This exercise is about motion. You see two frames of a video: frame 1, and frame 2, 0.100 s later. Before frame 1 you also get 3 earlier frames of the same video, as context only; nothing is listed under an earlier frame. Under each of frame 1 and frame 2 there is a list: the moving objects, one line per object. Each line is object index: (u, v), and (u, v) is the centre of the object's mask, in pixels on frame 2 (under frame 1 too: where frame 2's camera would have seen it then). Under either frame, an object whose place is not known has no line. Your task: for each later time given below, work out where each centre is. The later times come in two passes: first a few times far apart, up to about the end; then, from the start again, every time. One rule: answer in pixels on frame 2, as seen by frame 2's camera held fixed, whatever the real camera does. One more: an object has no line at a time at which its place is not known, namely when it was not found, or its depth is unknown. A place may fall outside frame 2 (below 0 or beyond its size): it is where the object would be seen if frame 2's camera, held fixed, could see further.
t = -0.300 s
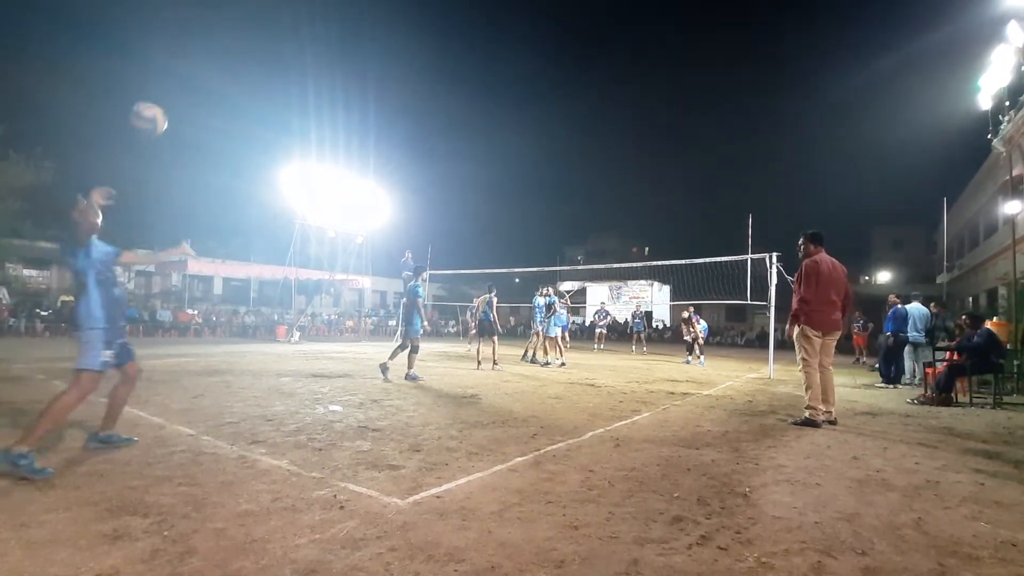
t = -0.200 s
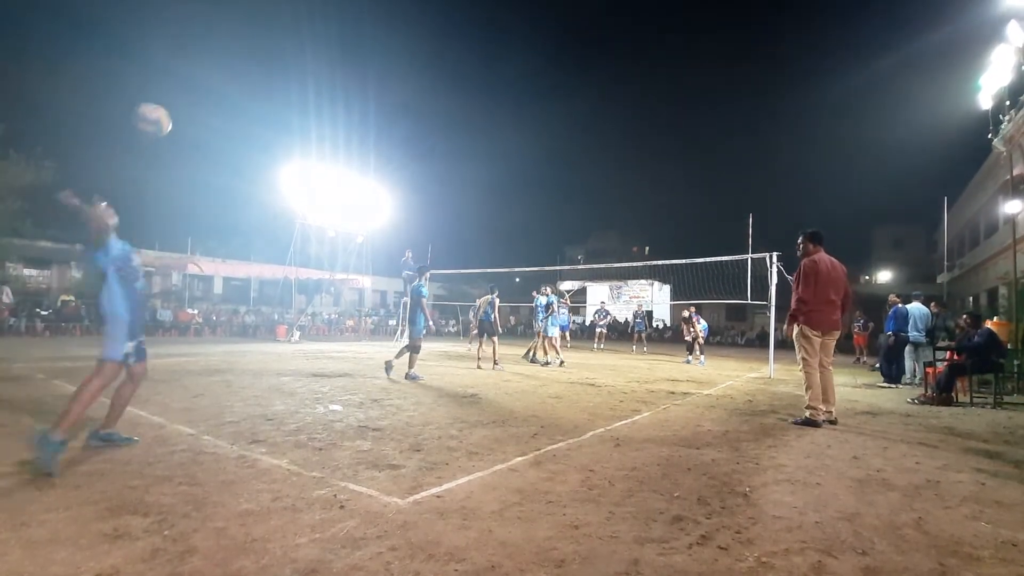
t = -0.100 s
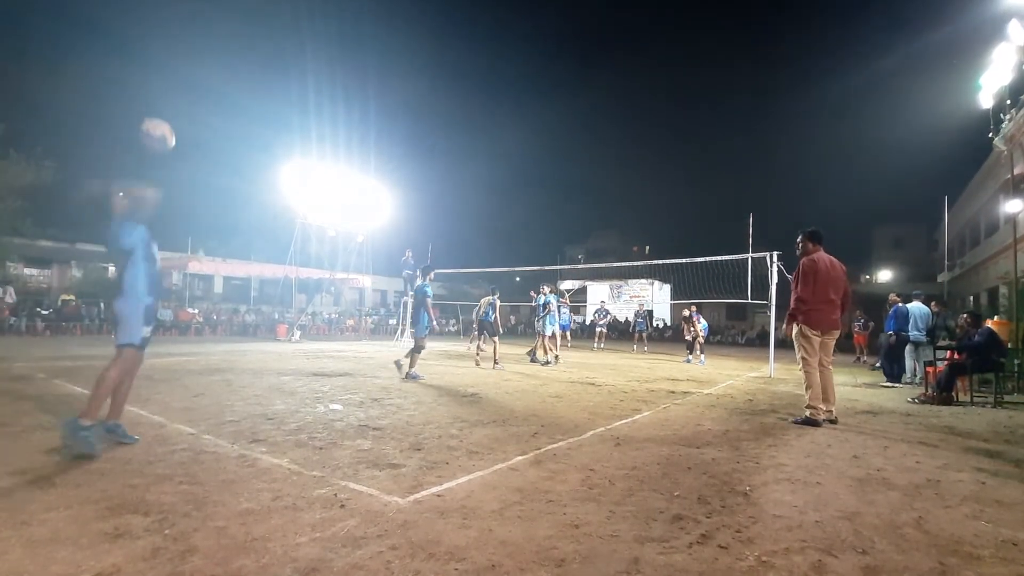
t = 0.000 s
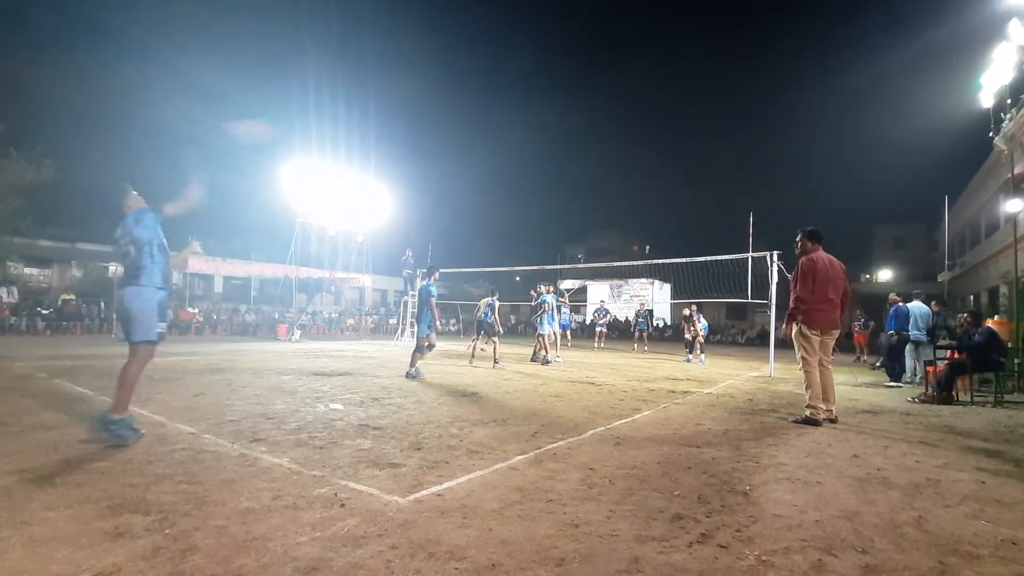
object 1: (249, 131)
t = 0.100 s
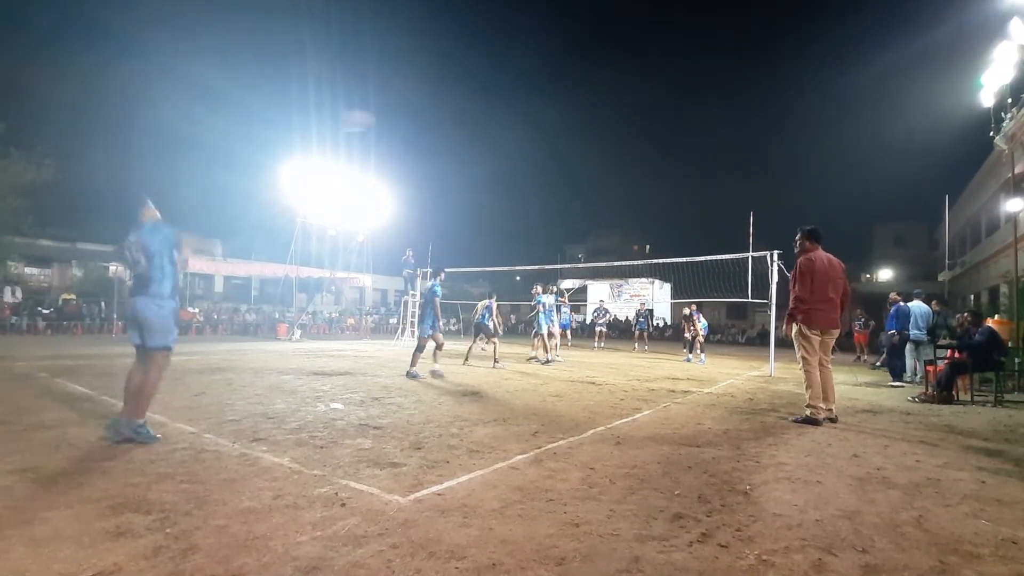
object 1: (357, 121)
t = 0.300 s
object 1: (465, 127)
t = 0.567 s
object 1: (531, 159)
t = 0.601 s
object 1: (536, 164)
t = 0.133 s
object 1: (381, 120)
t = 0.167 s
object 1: (403, 120)
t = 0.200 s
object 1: (422, 120)
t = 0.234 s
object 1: (438, 121)
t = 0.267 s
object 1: (453, 124)
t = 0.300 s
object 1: (465, 127)
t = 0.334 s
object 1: (477, 129)
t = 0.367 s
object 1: (486, 132)
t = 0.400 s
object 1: (495, 136)
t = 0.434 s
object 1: (504, 140)
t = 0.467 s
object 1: (512, 144)
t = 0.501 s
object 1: (518, 148)
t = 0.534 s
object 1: (525, 153)
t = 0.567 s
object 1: (531, 159)
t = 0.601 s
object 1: (536, 164)
